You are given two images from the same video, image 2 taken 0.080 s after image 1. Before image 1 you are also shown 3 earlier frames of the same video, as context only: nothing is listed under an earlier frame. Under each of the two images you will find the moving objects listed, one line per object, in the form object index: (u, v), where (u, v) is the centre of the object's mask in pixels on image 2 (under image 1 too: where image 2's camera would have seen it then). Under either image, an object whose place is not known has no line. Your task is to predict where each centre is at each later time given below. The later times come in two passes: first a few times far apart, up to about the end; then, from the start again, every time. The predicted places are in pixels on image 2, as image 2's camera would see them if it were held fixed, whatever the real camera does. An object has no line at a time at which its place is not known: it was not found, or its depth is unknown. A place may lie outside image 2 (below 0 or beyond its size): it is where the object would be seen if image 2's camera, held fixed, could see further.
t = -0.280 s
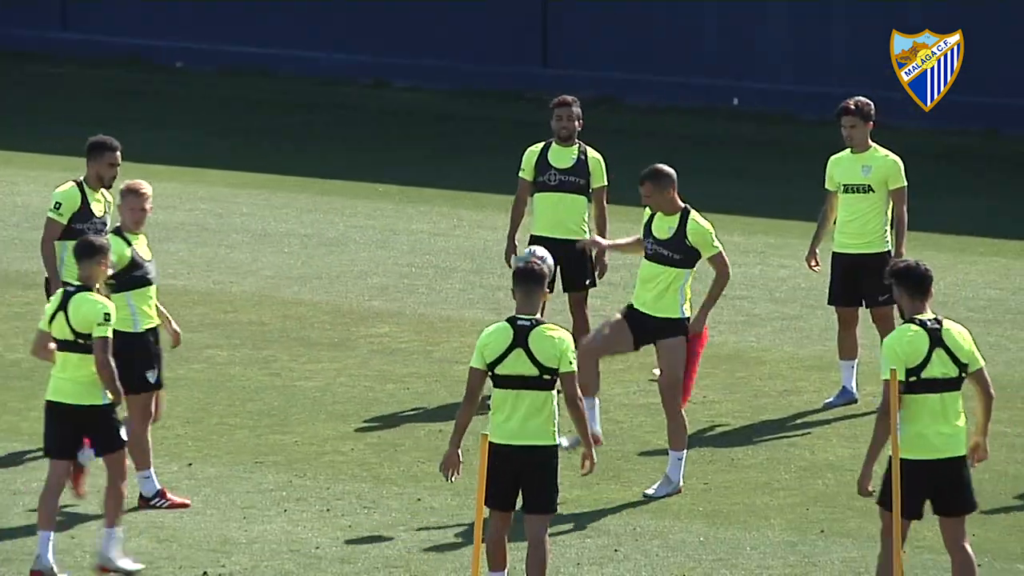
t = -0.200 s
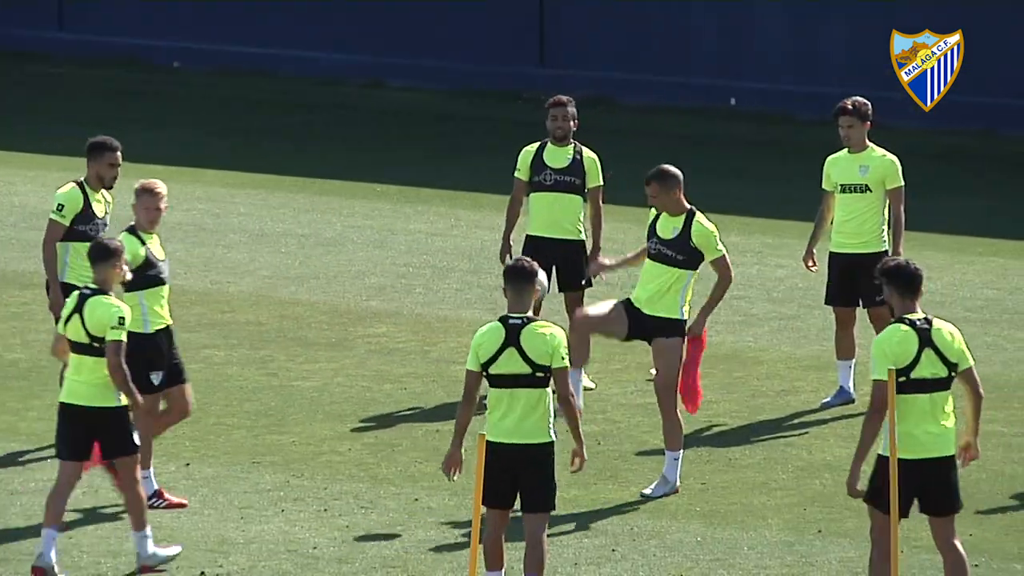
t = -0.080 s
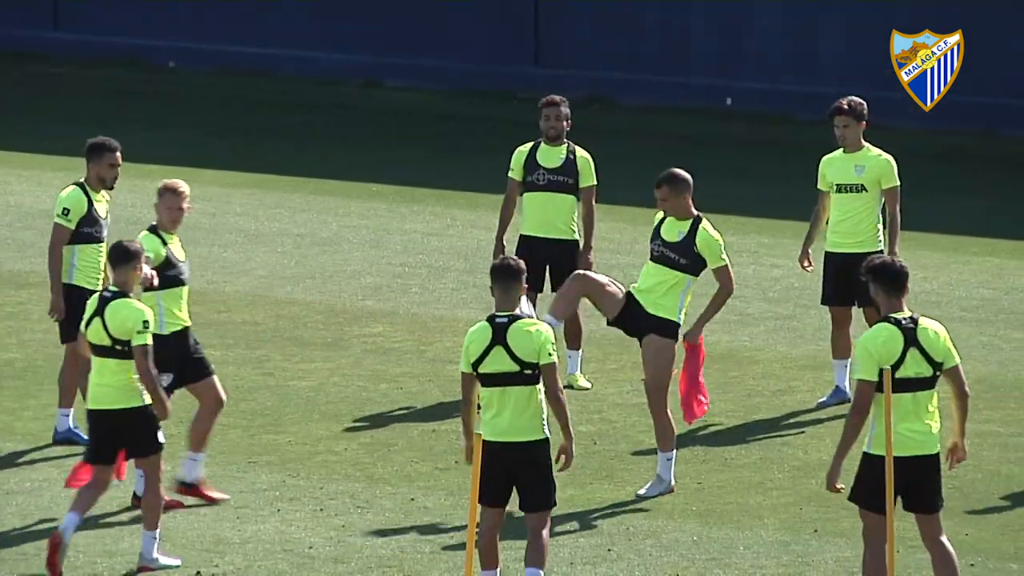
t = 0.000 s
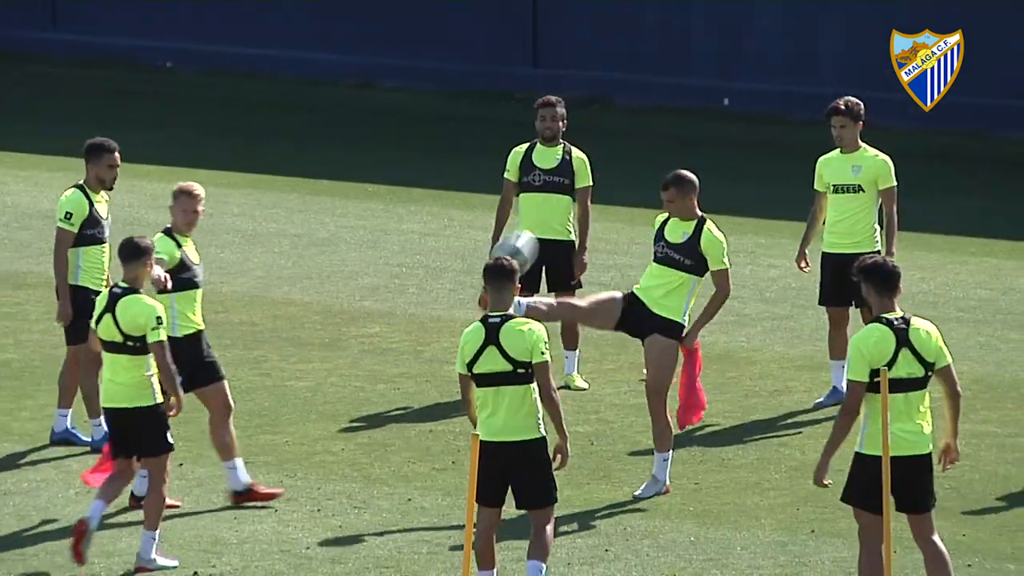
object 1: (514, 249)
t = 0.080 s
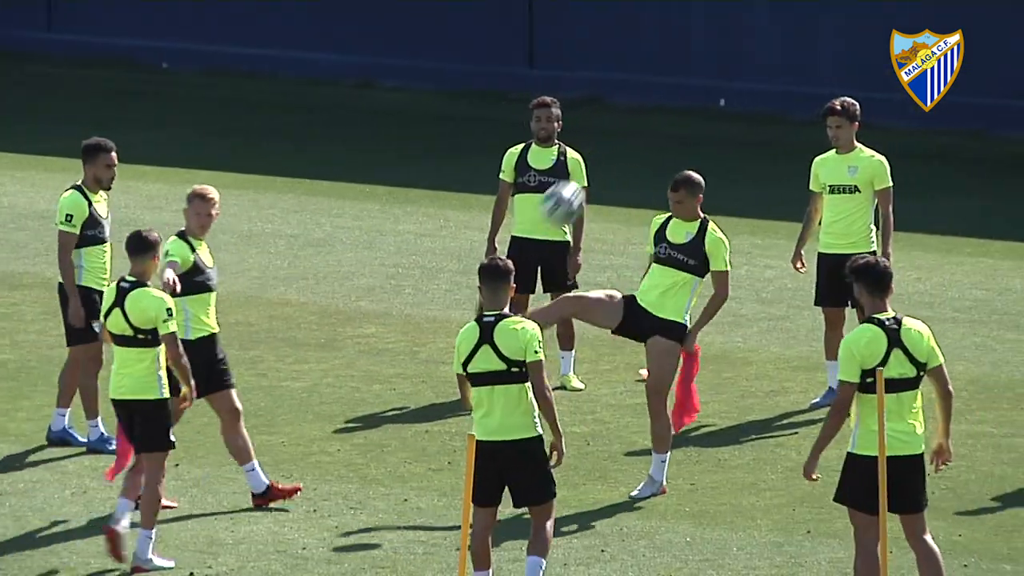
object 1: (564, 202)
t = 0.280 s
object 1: (688, 133)
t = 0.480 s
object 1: (812, 134)
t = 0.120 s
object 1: (588, 183)
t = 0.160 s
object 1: (612, 167)
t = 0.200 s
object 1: (637, 153)
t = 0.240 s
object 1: (663, 142)
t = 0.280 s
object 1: (688, 133)
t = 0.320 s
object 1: (713, 128)
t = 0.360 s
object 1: (738, 126)
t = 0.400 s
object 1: (763, 126)
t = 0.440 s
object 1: (788, 129)
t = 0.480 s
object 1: (812, 134)
